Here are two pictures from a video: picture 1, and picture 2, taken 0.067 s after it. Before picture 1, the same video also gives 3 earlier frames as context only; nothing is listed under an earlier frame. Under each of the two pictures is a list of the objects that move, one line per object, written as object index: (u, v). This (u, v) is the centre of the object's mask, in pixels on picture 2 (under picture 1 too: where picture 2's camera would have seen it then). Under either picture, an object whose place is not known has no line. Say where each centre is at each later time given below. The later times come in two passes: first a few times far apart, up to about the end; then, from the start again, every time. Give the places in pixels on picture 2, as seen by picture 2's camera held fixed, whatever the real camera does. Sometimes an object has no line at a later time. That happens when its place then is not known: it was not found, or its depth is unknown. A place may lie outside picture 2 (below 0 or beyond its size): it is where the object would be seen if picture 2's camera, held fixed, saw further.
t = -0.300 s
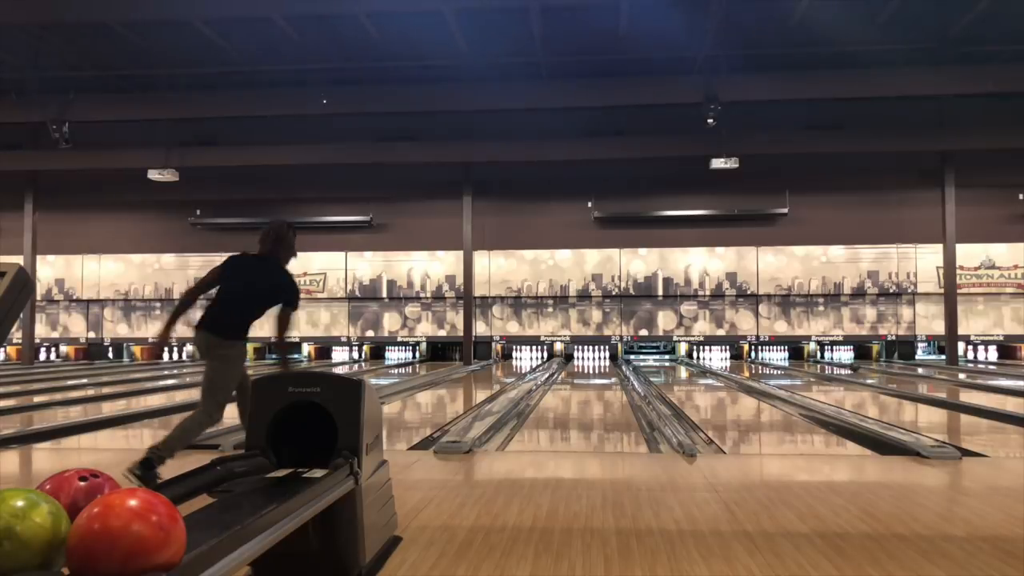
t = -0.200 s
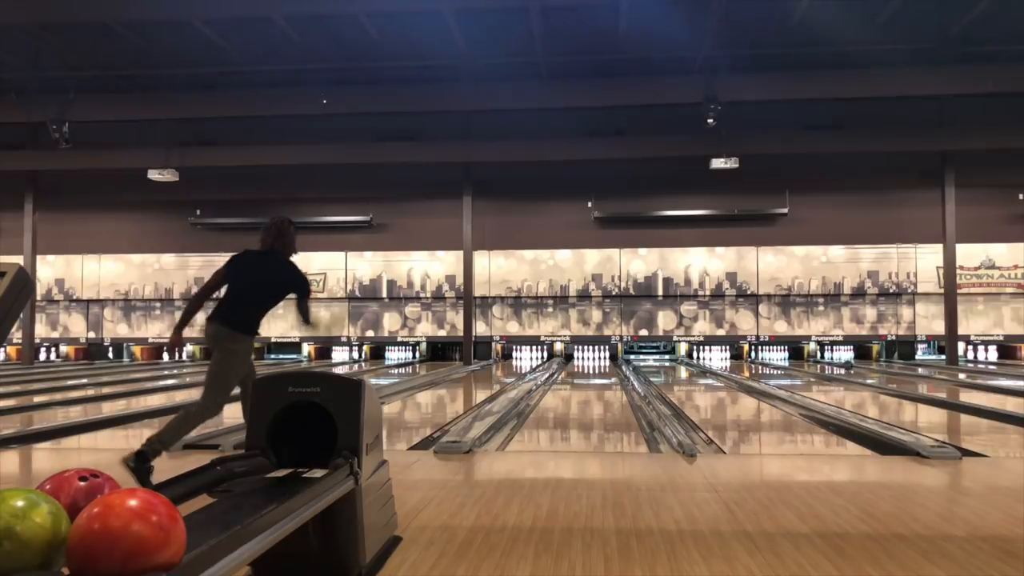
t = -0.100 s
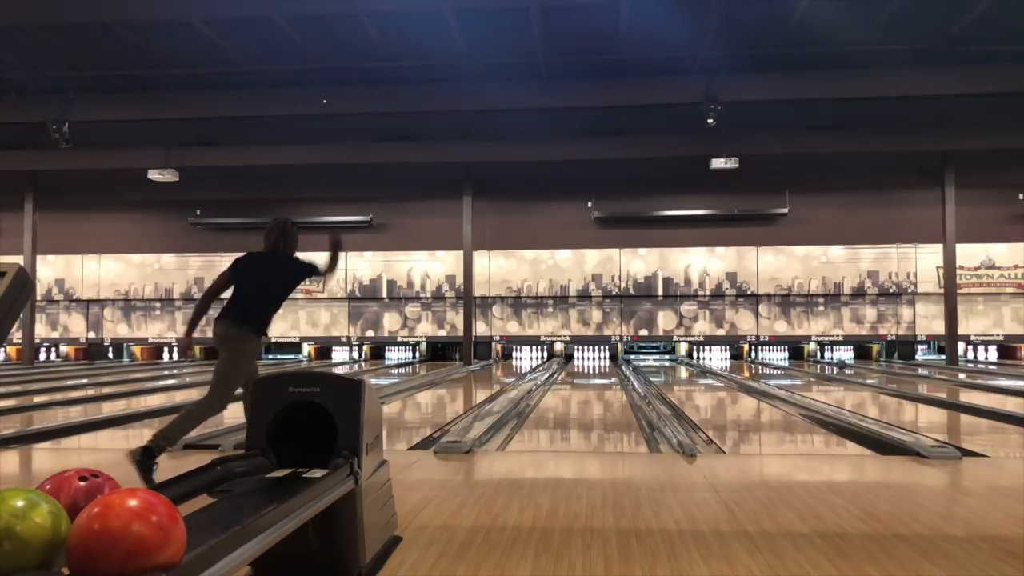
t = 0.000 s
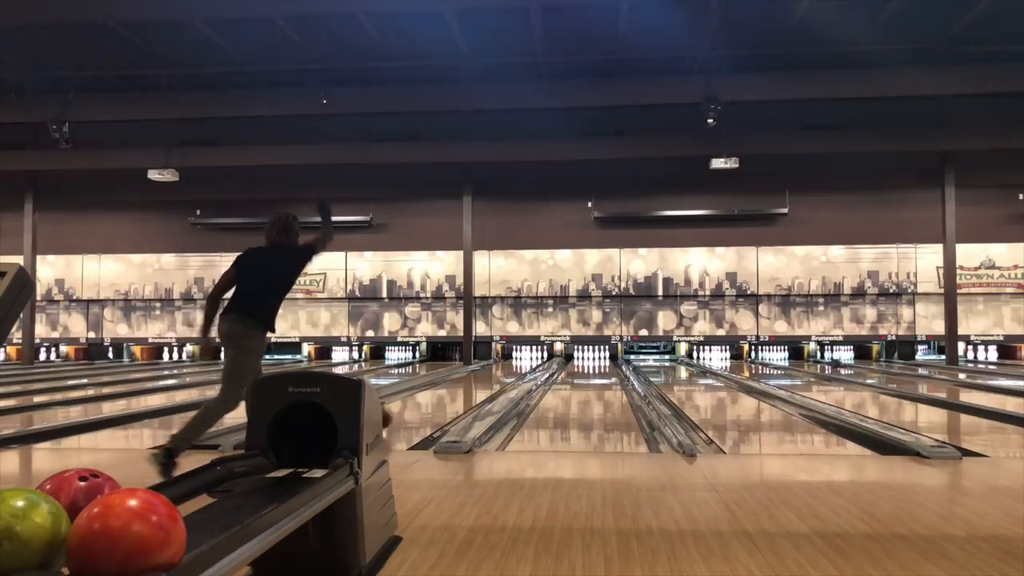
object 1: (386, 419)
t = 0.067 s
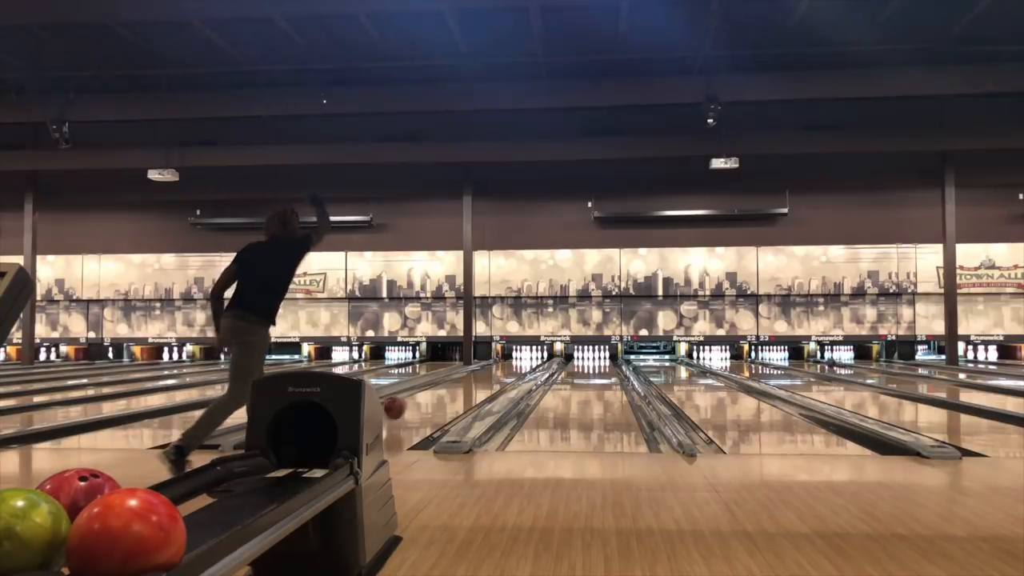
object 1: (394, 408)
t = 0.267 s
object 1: (426, 401)
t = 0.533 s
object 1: (455, 390)
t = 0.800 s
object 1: (477, 381)
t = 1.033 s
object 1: (490, 374)
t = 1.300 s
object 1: (501, 369)
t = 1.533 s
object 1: (507, 366)
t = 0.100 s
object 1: (400, 406)
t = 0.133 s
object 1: (406, 405)
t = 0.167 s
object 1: (411, 404)
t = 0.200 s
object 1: (418, 408)
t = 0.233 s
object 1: (422, 405)
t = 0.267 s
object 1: (426, 401)
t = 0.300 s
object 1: (431, 400)
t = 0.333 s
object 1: (435, 399)
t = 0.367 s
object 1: (439, 397)
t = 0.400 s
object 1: (442, 395)
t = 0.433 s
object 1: (446, 394)
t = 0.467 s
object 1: (450, 393)
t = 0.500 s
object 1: (453, 391)
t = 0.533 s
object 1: (455, 390)
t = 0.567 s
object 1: (458, 389)
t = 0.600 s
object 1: (461, 387)
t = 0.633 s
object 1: (464, 386)
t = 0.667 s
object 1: (467, 385)
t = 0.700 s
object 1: (469, 384)
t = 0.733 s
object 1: (471, 383)
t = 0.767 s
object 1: (474, 382)
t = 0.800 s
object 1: (477, 381)
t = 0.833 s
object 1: (479, 380)
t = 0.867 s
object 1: (480, 378)
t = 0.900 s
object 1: (481, 377)
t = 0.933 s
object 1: (483, 377)
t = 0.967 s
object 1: (486, 376)
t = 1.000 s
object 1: (488, 375)
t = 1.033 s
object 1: (490, 374)
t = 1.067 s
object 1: (492, 373)
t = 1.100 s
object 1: (493, 373)
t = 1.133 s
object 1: (495, 372)
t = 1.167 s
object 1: (496, 371)
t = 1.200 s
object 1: (497, 370)
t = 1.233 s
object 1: (499, 370)
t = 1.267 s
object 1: (500, 370)
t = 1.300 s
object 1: (501, 369)
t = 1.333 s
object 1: (502, 369)
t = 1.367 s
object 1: (503, 368)
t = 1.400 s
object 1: (504, 368)
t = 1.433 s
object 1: (505, 368)
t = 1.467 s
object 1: (506, 368)
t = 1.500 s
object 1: (506, 366)
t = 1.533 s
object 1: (507, 366)
